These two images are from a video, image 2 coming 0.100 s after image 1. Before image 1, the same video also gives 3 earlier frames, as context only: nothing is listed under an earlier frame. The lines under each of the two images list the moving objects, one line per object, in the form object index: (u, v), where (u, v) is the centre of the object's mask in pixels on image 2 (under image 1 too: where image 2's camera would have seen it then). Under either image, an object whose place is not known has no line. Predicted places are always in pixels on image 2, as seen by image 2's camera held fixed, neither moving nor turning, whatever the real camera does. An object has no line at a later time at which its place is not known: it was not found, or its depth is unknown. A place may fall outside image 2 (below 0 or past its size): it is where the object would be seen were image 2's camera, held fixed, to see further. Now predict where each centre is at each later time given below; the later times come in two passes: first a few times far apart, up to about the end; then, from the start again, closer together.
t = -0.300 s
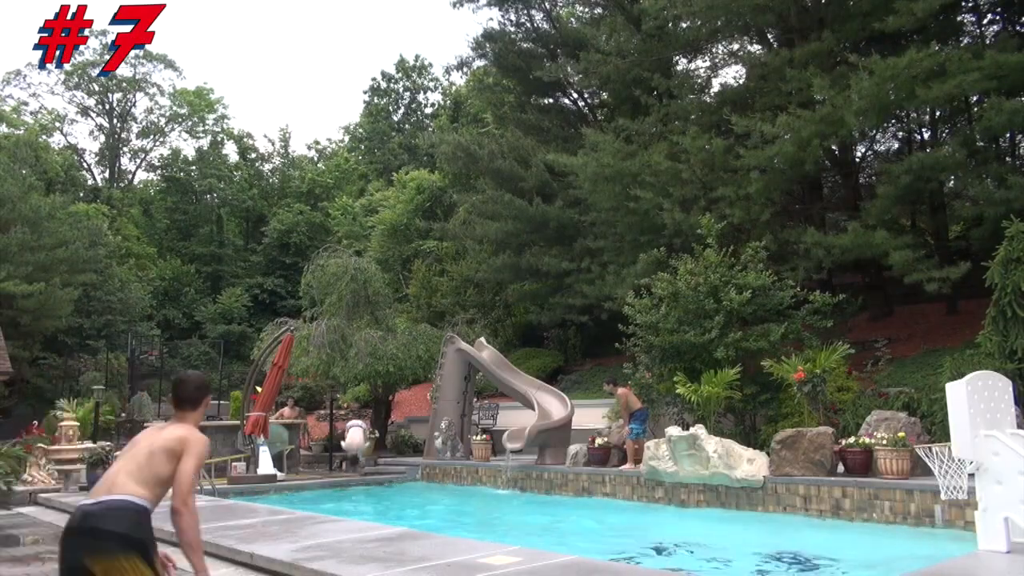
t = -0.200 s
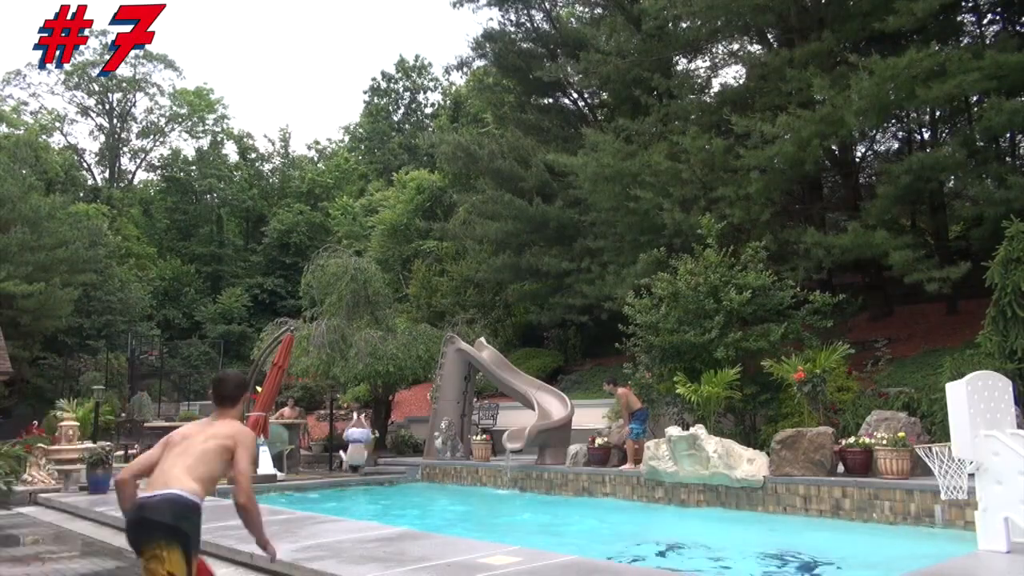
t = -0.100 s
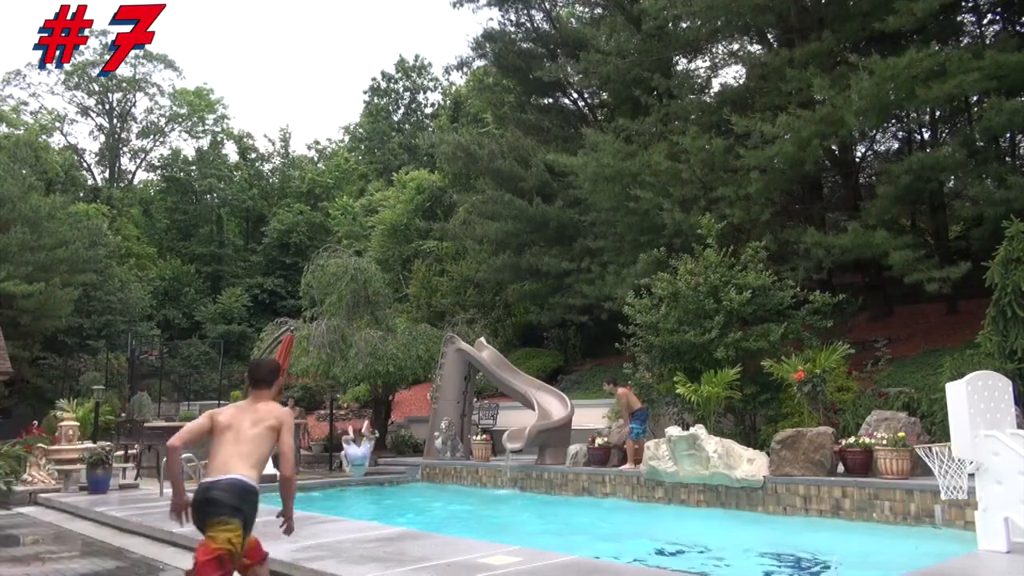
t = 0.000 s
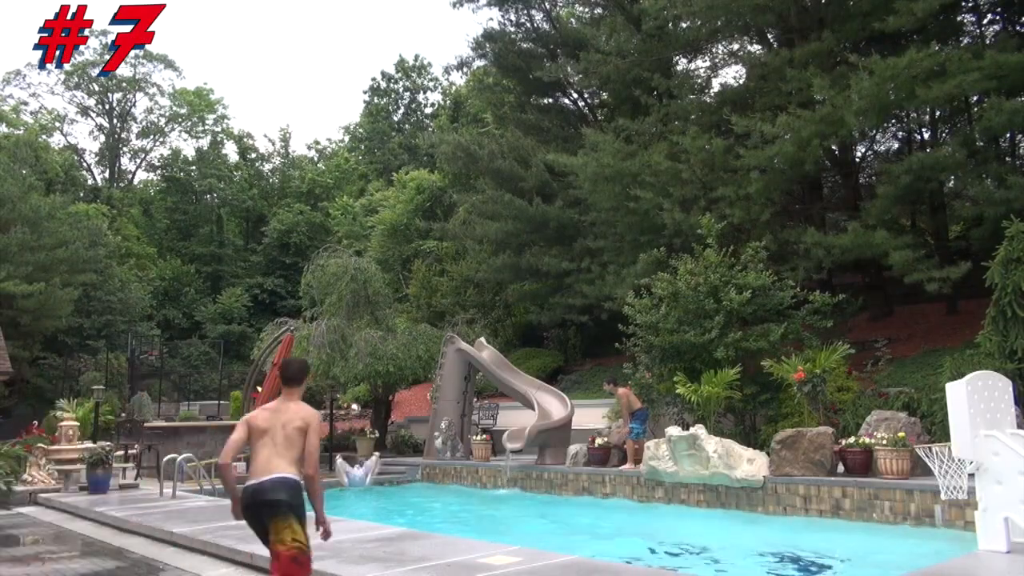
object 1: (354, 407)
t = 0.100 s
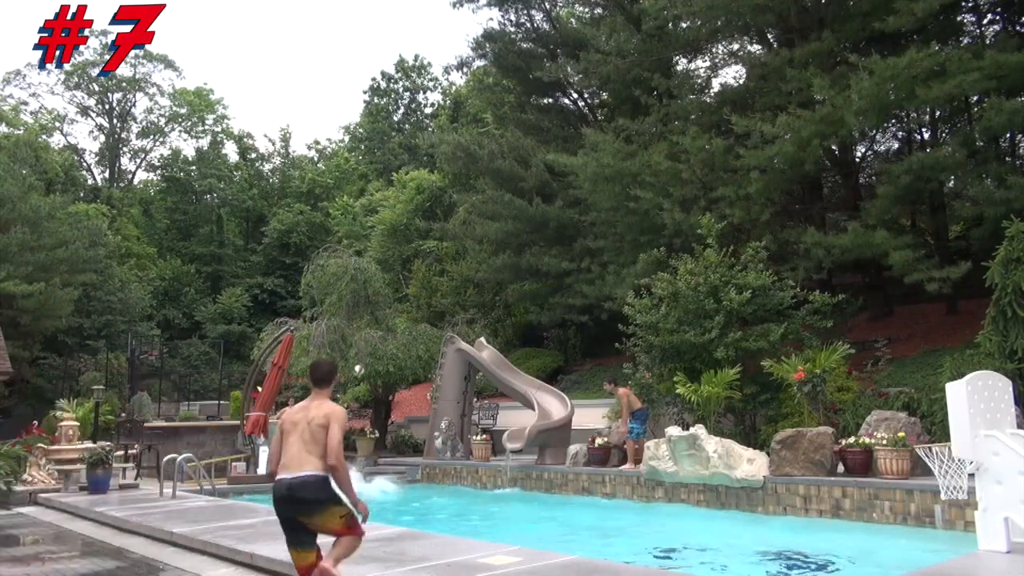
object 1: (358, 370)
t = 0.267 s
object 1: (364, 313)
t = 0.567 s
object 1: (375, 235)
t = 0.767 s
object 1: (385, 209)
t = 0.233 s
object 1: (363, 323)
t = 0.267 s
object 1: (364, 313)
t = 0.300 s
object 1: (365, 302)
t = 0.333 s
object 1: (366, 292)
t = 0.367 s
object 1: (367, 283)
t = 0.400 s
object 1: (368, 273)
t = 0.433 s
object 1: (369, 264)
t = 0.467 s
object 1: (370, 256)
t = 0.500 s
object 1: (372, 249)
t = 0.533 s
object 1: (374, 240)
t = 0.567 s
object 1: (375, 235)
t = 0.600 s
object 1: (376, 229)
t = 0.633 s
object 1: (378, 223)
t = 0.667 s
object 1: (380, 218)
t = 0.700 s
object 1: (382, 214)
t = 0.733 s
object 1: (383, 211)
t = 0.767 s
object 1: (385, 209)
